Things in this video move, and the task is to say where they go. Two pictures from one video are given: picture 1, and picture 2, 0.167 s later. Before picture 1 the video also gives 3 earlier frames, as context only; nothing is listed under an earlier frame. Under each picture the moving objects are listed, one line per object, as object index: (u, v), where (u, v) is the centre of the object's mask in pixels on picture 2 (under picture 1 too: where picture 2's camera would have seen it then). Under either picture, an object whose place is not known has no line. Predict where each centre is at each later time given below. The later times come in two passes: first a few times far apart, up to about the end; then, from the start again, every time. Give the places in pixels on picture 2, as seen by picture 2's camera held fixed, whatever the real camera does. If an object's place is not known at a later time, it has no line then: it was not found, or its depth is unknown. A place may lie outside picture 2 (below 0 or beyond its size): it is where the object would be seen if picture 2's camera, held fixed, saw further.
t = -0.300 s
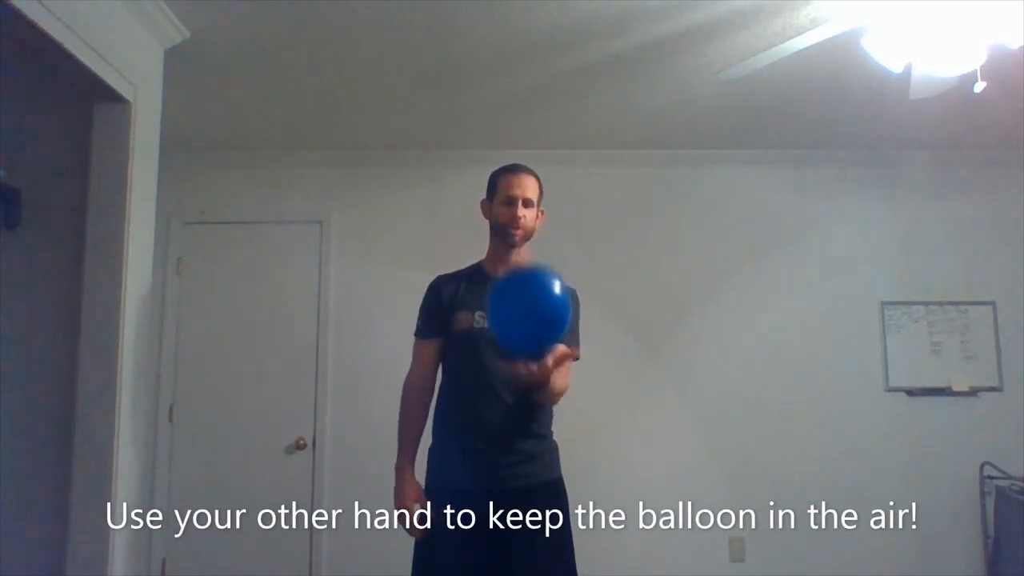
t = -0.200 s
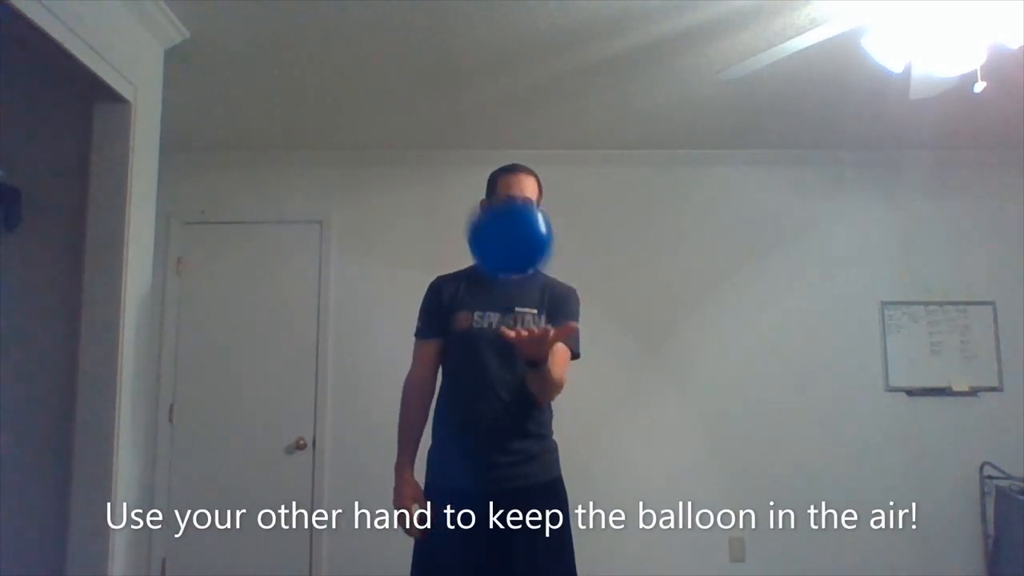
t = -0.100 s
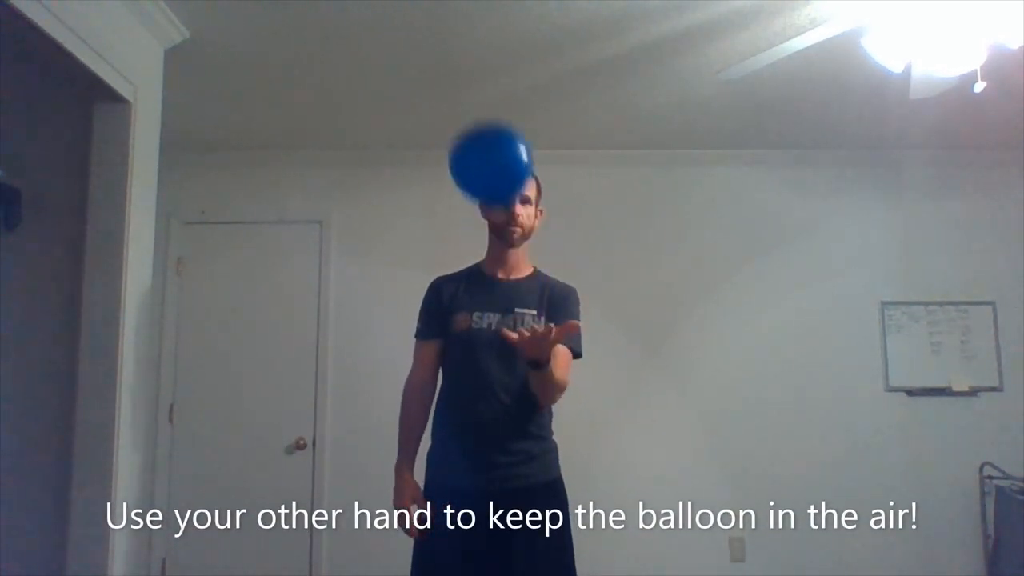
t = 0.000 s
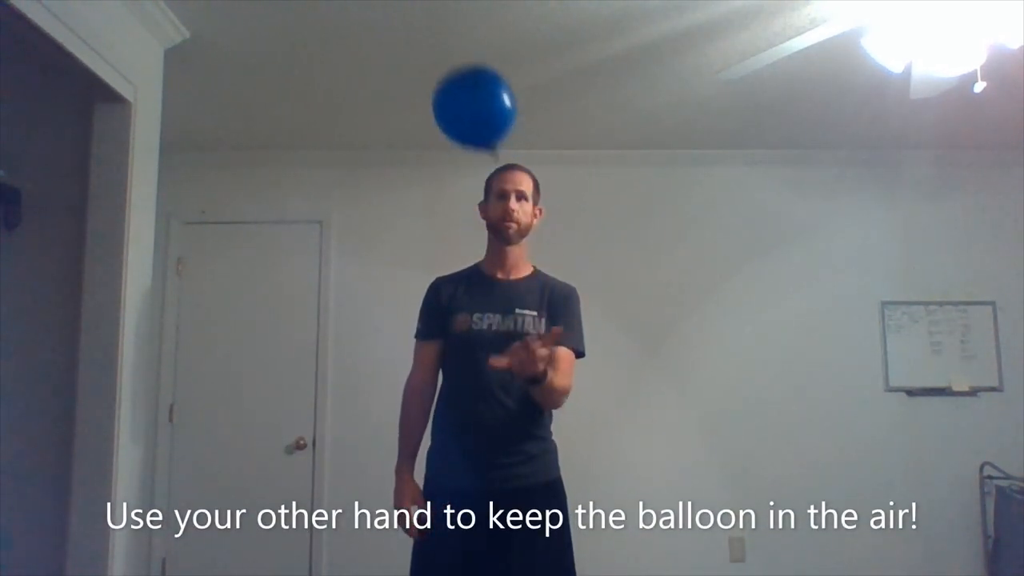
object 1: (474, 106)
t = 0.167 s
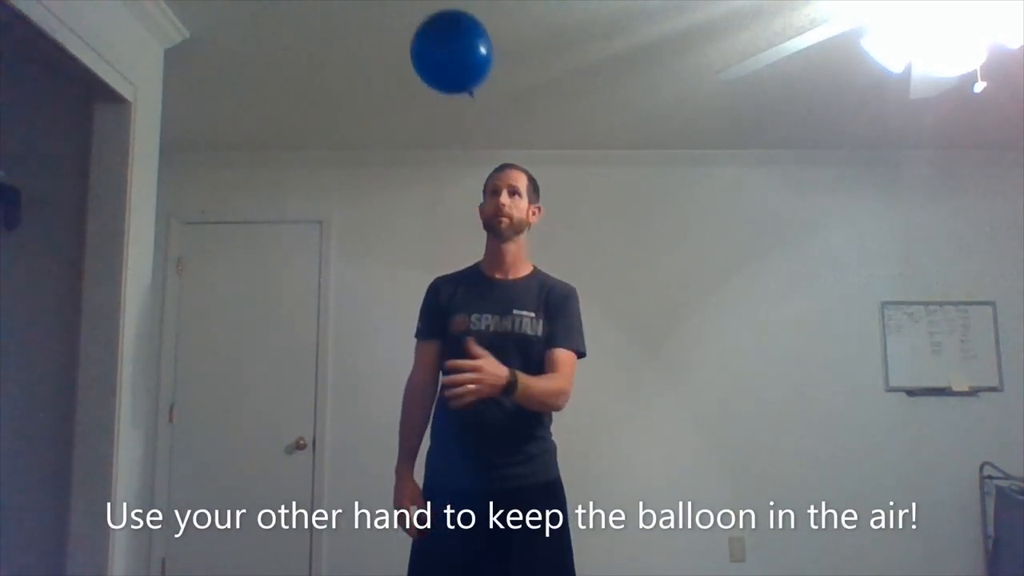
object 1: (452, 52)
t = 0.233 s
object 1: (444, 43)
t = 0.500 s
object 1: (421, 62)
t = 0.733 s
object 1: (409, 141)
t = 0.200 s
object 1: (448, 46)
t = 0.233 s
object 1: (444, 43)
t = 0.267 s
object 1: (441, 41)
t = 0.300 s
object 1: (437, 40)
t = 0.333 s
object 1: (434, 41)
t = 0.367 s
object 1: (431, 42)
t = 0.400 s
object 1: (429, 45)
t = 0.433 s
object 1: (426, 50)
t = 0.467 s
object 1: (423, 56)
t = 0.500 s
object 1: (421, 62)
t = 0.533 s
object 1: (419, 70)
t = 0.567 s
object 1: (417, 79)
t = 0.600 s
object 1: (415, 89)
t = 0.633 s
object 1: (414, 100)
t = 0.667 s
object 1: (412, 113)
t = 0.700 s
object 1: (411, 126)
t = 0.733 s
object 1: (409, 141)
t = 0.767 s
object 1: (408, 157)
